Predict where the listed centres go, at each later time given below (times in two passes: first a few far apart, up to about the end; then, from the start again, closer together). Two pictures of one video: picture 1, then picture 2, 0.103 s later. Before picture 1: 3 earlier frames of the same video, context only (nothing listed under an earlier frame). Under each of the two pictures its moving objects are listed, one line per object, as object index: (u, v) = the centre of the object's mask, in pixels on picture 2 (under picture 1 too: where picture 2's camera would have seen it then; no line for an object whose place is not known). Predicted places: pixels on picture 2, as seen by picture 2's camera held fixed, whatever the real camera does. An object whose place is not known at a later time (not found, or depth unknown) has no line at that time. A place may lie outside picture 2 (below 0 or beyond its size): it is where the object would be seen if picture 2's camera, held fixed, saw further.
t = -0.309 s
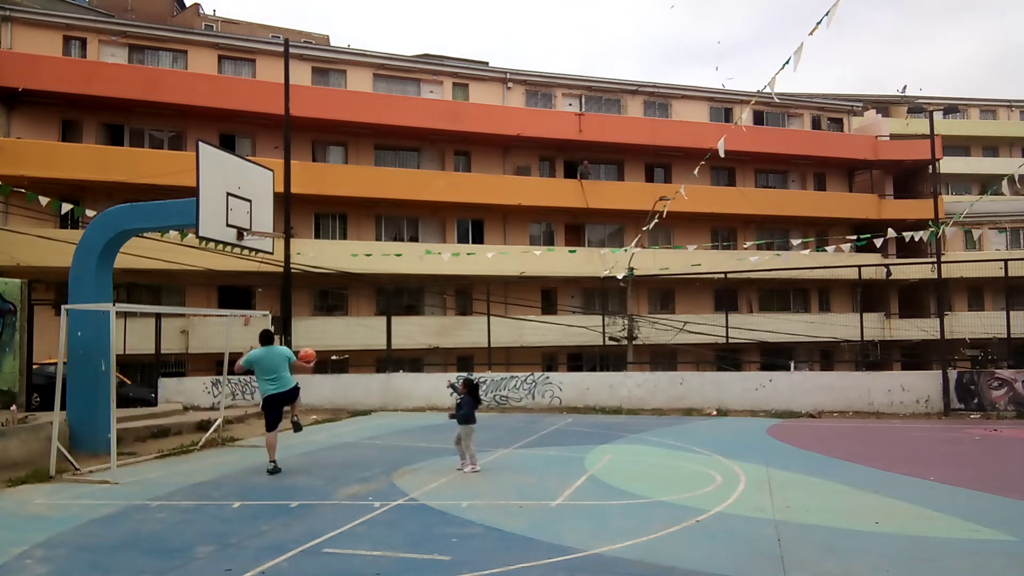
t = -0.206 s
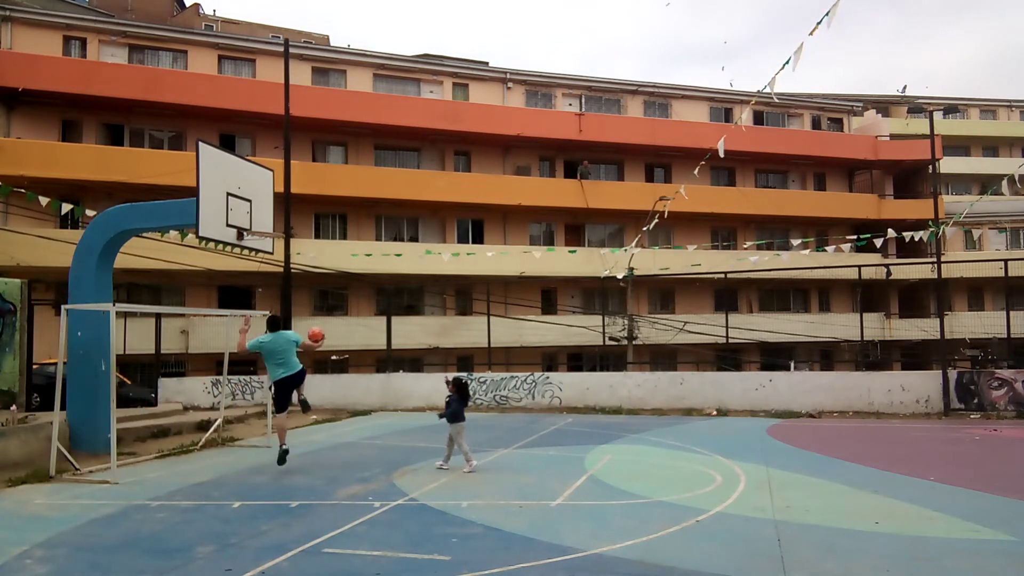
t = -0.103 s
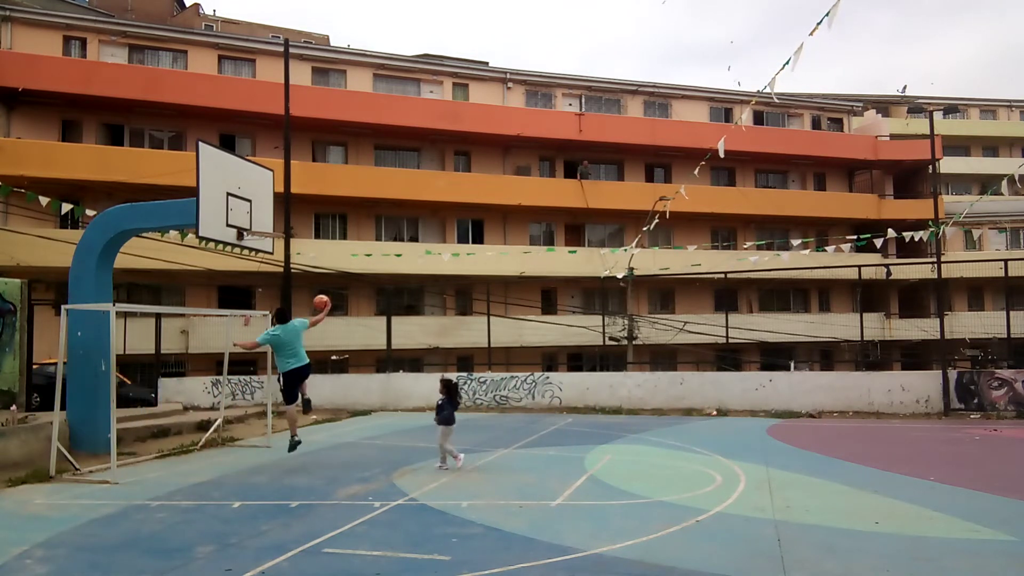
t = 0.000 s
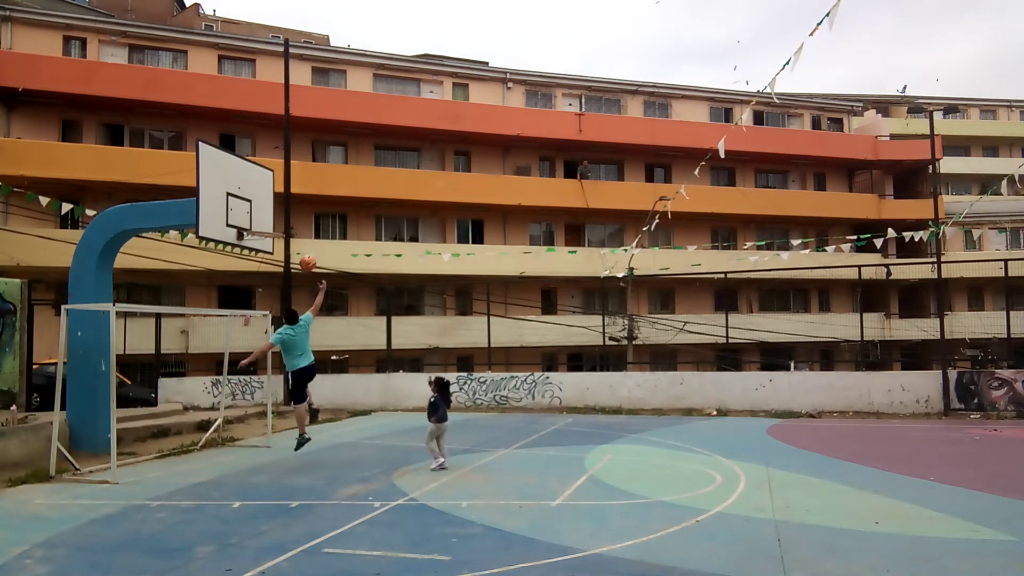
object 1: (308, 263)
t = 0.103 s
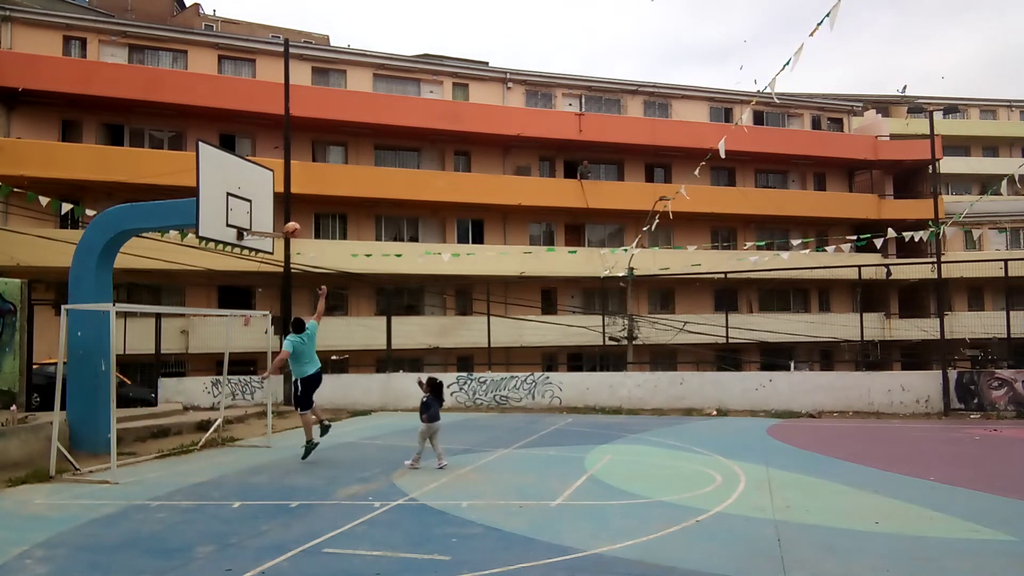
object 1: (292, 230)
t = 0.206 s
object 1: (277, 204)
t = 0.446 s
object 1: (245, 174)
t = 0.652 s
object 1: (257, 183)
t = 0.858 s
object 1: (270, 223)
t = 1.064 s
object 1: (282, 299)
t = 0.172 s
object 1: (282, 211)
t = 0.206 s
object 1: (277, 204)
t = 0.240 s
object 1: (272, 197)
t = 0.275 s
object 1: (267, 192)
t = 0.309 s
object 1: (262, 186)
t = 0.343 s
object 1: (257, 182)
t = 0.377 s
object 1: (252, 178)
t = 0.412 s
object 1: (246, 176)
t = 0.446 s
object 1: (245, 174)
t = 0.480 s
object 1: (247, 174)
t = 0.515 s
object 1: (250, 174)
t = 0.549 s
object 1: (252, 175)
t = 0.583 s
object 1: (254, 176)
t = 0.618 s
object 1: (255, 179)
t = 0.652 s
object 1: (257, 183)
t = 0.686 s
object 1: (260, 187)
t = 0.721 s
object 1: (262, 193)
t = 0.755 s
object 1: (264, 199)
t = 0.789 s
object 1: (266, 206)
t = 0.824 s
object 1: (268, 214)
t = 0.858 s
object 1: (270, 223)
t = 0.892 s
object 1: (272, 234)
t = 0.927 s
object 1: (274, 245)
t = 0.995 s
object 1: (278, 270)
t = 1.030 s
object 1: (280, 284)
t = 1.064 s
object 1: (282, 299)
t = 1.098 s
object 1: (283, 316)
